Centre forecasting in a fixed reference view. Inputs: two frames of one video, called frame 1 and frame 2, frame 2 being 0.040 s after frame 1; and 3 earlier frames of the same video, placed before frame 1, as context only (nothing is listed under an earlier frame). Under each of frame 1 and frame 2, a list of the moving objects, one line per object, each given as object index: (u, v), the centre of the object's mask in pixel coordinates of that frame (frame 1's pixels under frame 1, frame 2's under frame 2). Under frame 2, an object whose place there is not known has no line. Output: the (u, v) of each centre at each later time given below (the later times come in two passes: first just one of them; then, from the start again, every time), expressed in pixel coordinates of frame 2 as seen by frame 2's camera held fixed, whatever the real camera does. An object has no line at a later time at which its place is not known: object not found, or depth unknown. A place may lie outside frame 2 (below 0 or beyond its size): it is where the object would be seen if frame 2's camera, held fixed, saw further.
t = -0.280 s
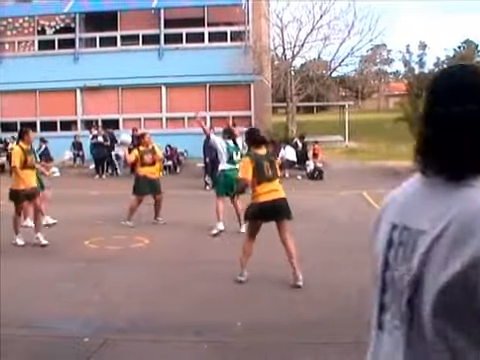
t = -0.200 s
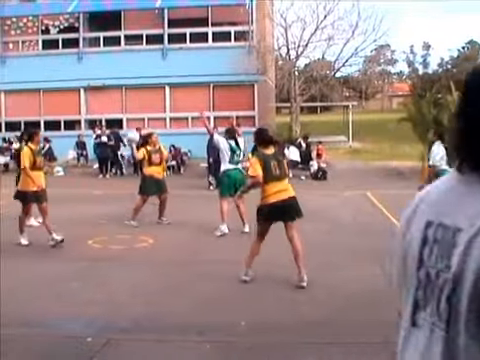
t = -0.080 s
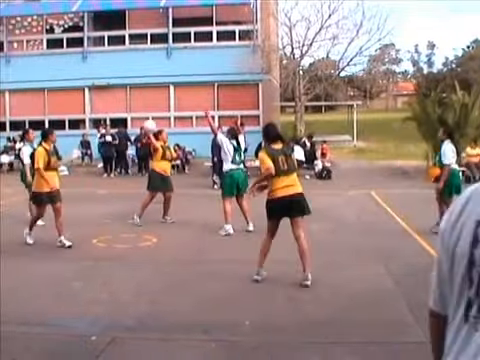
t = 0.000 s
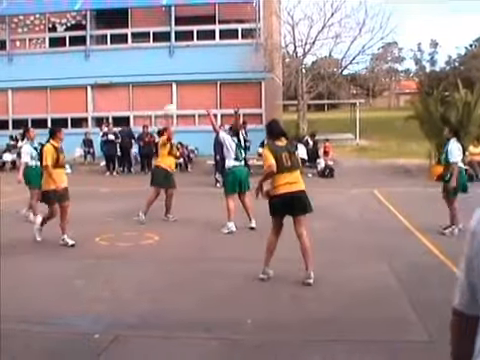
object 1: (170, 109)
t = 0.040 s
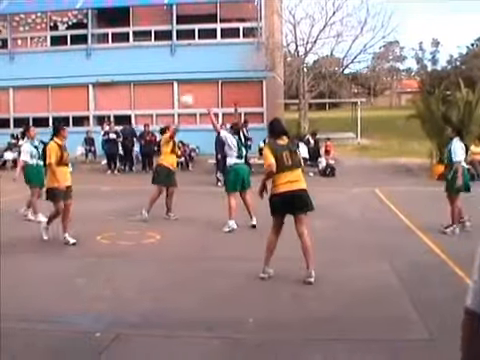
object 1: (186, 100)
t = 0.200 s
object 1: (253, 72)
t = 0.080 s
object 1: (203, 92)
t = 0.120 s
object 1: (220, 85)
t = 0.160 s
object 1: (236, 78)
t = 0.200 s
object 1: (253, 72)
